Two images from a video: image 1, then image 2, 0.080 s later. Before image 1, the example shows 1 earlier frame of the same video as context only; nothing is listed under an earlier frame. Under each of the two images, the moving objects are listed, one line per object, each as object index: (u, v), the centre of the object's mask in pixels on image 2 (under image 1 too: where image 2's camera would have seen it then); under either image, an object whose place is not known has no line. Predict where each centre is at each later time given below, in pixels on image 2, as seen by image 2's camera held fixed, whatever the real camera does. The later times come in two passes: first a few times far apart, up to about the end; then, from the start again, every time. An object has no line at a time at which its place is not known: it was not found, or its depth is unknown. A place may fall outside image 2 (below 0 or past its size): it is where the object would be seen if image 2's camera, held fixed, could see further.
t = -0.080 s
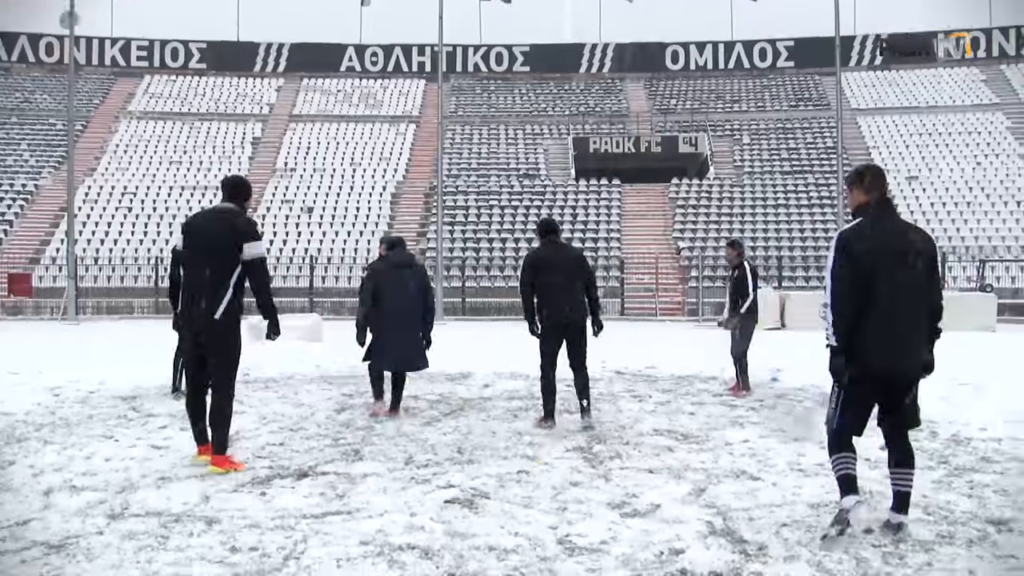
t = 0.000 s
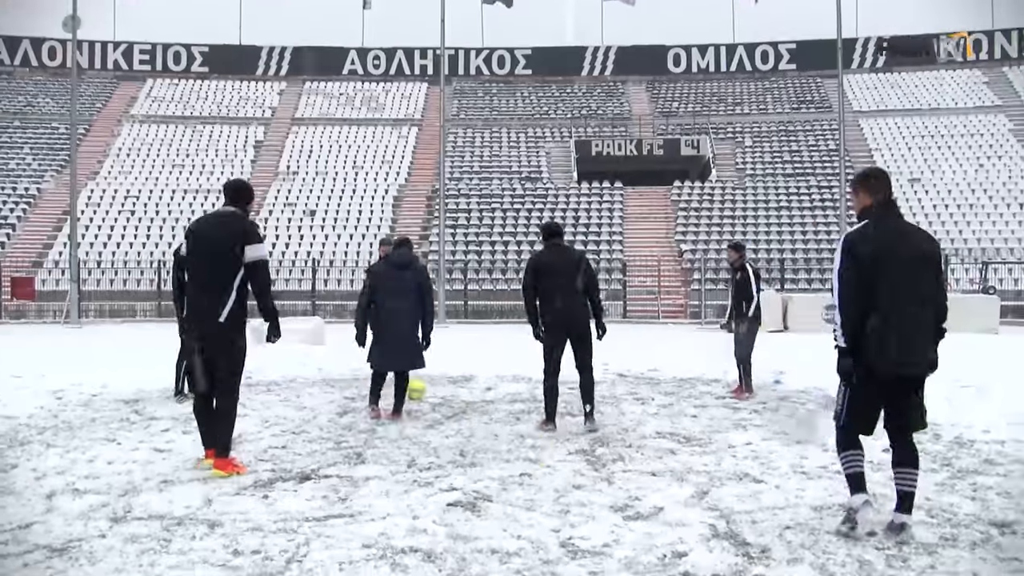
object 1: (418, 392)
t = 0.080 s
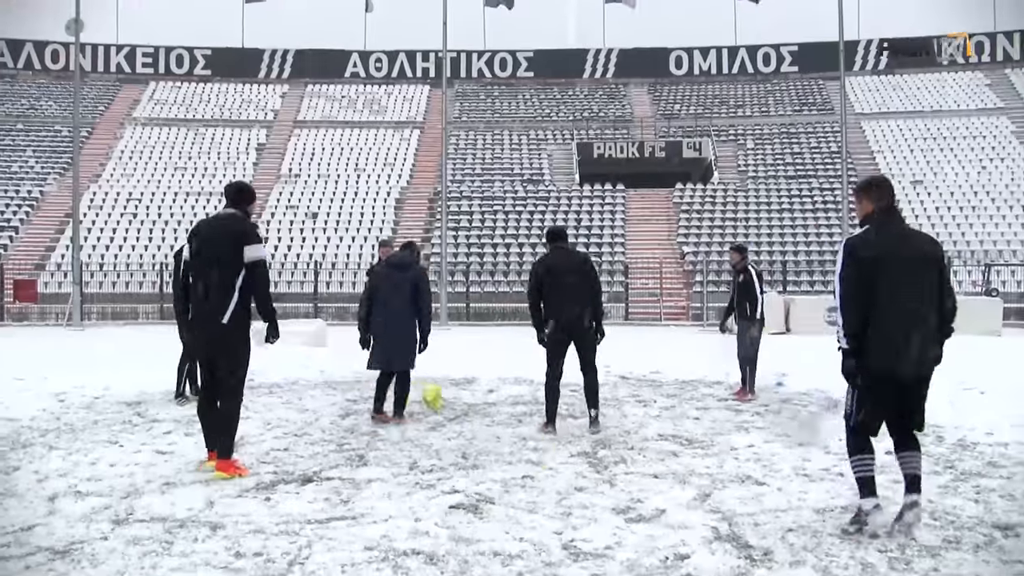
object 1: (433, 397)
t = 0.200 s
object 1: (457, 412)
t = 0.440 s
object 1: (522, 446)
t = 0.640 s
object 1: (588, 480)
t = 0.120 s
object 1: (440, 403)
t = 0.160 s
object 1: (449, 410)
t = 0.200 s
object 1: (457, 412)
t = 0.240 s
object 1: (468, 418)
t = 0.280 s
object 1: (479, 424)
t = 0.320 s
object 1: (489, 427)
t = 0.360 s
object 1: (500, 432)
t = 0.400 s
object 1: (510, 437)
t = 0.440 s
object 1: (522, 446)
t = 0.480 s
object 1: (535, 452)
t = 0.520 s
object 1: (547, 455)
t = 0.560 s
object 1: (560, 461)
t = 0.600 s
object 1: (574, 471)
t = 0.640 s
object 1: (588, 480)
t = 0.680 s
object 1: (604, 486)
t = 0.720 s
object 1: (618, 493)
